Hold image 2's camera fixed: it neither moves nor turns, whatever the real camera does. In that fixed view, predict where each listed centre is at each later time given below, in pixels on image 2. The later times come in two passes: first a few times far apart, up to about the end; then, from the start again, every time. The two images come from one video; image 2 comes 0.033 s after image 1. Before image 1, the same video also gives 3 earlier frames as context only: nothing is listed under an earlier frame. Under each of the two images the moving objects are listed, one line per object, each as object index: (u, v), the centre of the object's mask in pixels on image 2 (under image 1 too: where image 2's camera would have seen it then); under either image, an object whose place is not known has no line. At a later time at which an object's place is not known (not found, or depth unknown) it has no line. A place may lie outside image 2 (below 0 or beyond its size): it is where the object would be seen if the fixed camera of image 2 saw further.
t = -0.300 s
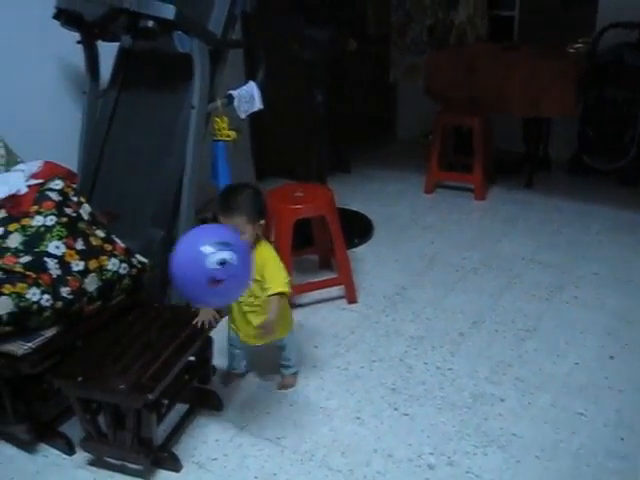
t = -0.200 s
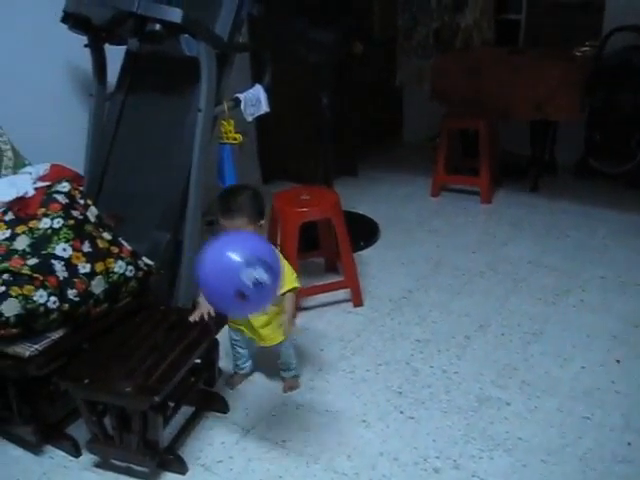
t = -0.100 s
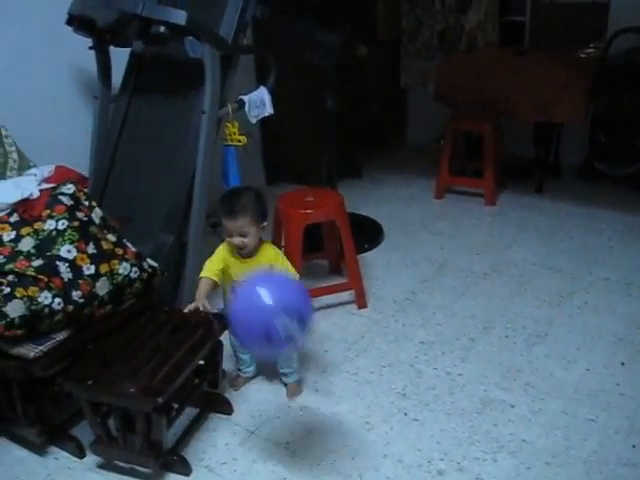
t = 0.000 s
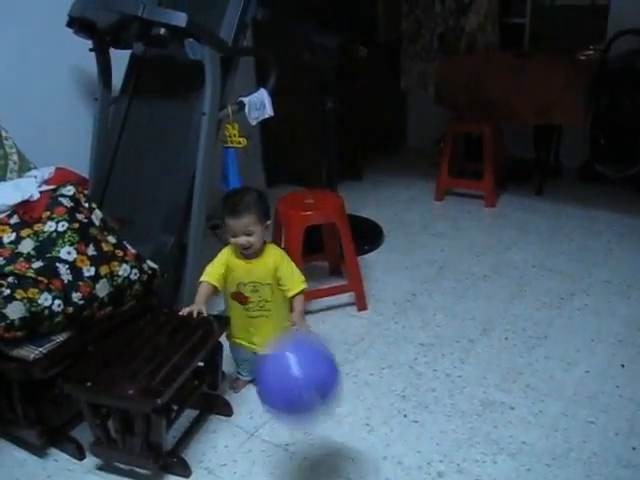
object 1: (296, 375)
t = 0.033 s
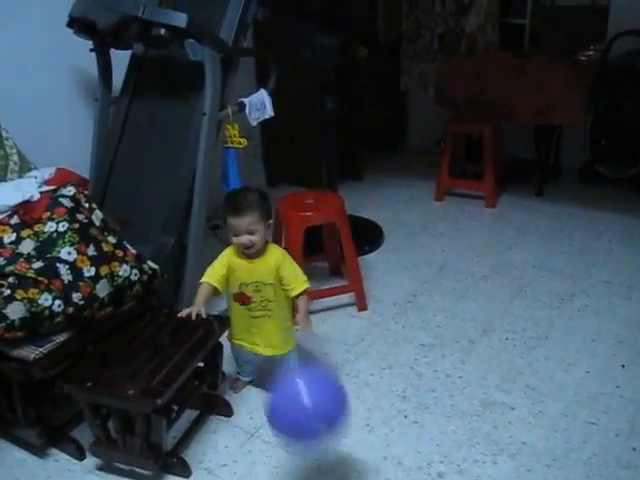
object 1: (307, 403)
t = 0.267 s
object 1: (362, 416)
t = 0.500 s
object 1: (428, 407)
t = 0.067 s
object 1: (317, 438)
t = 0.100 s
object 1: (324, 454)
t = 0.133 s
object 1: (332, 465)
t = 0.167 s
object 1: (339, 454)
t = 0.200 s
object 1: (346, 444)
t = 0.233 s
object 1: (354, 430)
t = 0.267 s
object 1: (362, 416)
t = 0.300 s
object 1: (371, 405)
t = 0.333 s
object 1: (380, 397)
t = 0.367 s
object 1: (389, 392)
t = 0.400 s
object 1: (399, 391)
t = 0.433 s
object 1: (409, 393)
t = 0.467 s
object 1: (418, 398)
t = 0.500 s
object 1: (428, 407)
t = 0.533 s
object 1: (438, 419)
